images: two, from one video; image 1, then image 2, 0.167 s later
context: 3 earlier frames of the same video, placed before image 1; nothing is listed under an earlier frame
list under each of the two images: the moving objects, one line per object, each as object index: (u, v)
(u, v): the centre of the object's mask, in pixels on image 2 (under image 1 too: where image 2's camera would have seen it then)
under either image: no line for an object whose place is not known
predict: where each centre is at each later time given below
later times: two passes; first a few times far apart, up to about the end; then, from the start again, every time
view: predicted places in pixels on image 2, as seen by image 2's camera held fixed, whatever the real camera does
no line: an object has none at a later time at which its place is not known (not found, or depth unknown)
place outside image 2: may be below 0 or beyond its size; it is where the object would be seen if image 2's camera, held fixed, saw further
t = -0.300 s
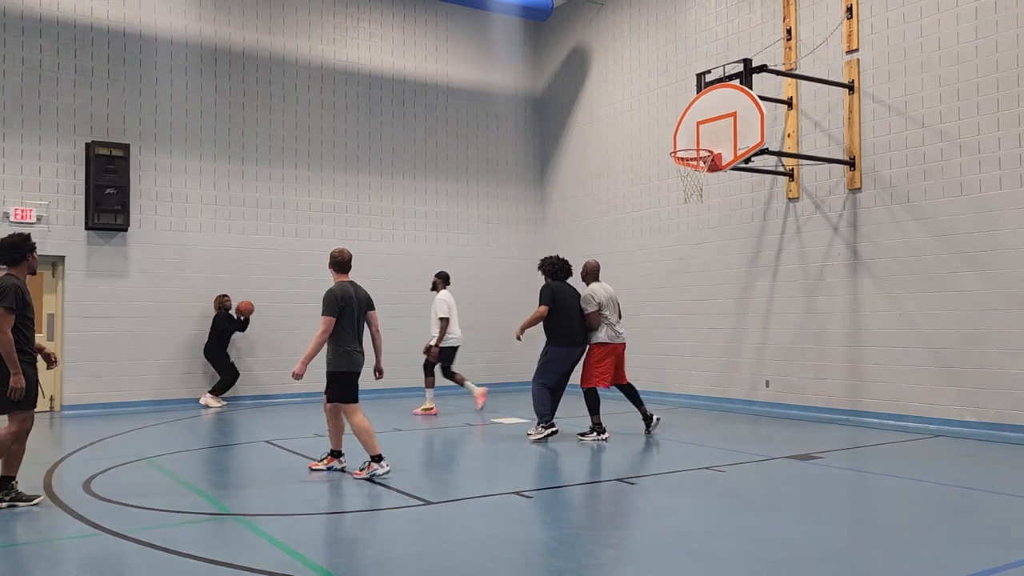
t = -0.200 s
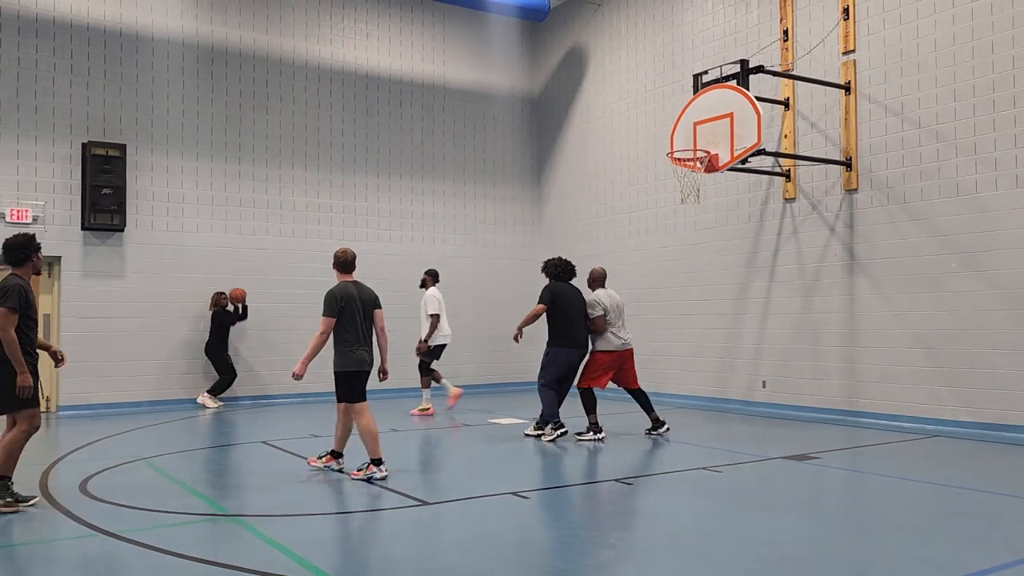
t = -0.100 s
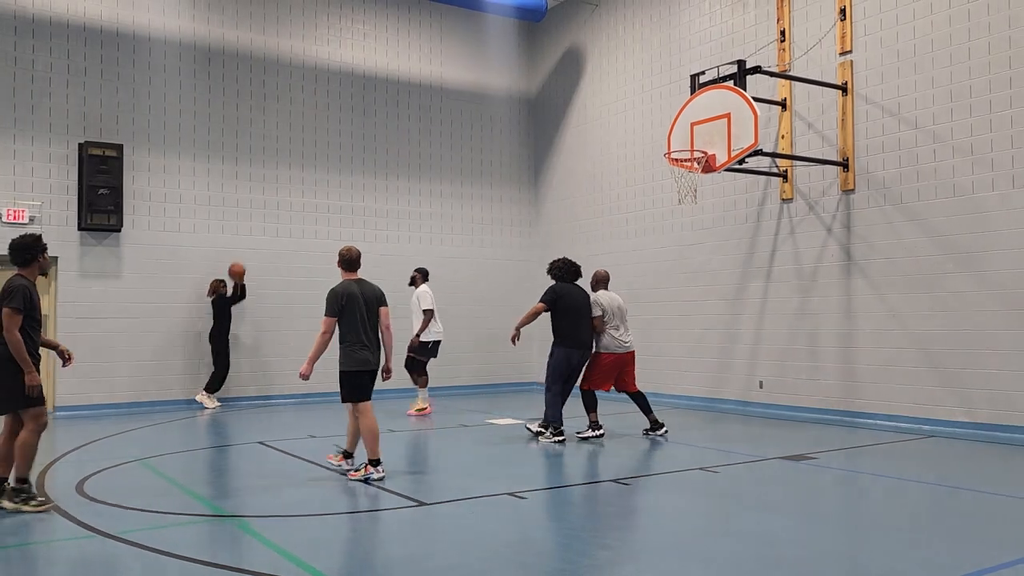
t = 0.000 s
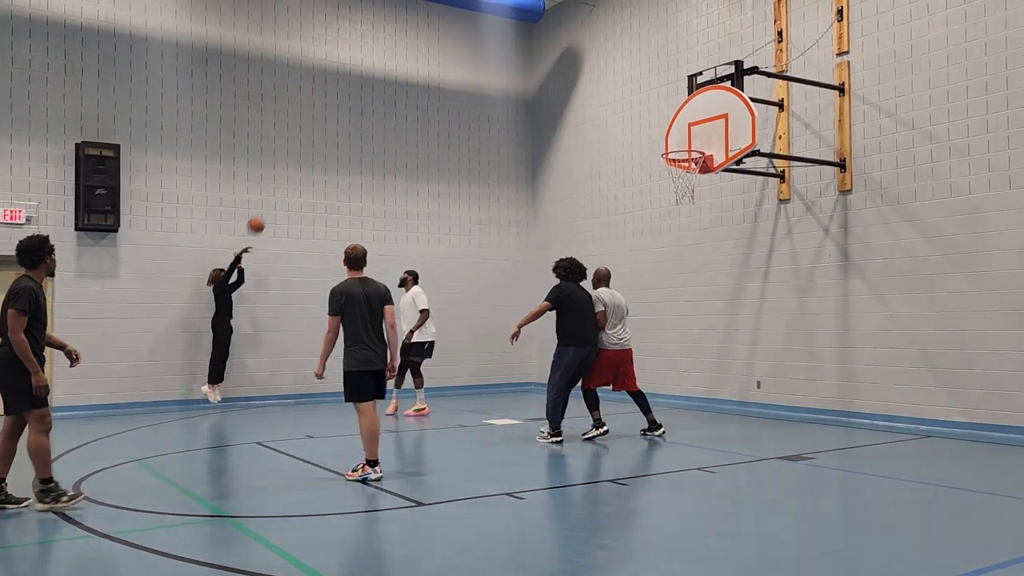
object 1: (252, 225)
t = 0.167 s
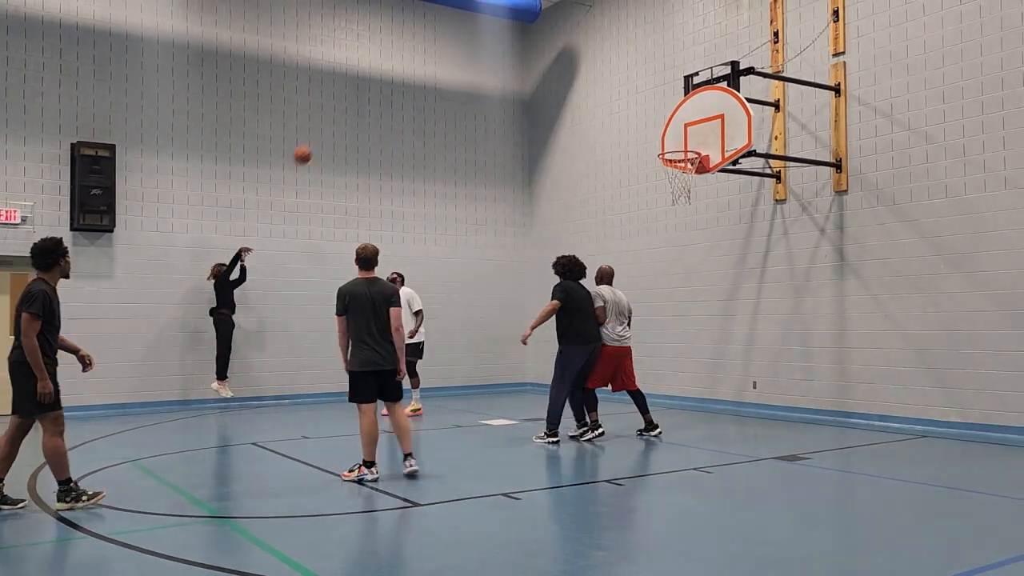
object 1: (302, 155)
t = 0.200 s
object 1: (313, 143)
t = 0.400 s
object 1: (377, 85)
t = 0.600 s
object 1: (446, 53)
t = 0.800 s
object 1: (520, 51)
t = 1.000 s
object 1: (599, 83)
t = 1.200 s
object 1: (681, 149)
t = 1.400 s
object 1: (654, 142)
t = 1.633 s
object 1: (606, 152)
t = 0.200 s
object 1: (313, 143)
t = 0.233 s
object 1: (323, 131)
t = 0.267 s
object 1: (334, 120)
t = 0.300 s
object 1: (344, 111)
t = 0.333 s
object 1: (355, 101)
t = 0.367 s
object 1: (366, 92)
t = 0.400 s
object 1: (377, 85)
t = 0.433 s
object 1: (388, 78)
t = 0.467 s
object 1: (399, 71)
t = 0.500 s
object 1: (411, 66)
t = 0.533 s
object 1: (423, 60)
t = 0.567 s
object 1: (434, 56)
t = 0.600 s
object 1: (446, 53)
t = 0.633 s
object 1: (458, 50)
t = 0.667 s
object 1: (470, 49)
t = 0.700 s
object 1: (482, 48)
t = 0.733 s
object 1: (495, 48)
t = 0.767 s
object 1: (508, 49)
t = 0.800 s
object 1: (520, 51)
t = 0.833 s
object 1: (532, 54)
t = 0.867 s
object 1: (545, 58)
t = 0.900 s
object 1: (558, 62)
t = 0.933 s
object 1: (571, 68)
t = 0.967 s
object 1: (585, 75)
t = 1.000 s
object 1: (599, 83)
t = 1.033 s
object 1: (613, 93)
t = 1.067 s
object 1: (627, 102)
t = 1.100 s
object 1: (641, 114)
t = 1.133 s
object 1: (655, 126)
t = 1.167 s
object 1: (671, 139)
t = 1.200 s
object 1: (681, 149)
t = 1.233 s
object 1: (689, 154)
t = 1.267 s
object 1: (685, 153)
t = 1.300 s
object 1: (676, 152)
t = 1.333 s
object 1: (669, 146)
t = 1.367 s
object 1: (661, 143)
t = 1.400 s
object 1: (654, 142)
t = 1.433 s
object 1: (648, 140)
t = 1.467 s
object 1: (641, 140)
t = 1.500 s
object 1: (634, 140)
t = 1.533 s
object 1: (627, 142)
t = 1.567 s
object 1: (620, 145)
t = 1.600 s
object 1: (613, 148)
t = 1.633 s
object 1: (606, 152)
